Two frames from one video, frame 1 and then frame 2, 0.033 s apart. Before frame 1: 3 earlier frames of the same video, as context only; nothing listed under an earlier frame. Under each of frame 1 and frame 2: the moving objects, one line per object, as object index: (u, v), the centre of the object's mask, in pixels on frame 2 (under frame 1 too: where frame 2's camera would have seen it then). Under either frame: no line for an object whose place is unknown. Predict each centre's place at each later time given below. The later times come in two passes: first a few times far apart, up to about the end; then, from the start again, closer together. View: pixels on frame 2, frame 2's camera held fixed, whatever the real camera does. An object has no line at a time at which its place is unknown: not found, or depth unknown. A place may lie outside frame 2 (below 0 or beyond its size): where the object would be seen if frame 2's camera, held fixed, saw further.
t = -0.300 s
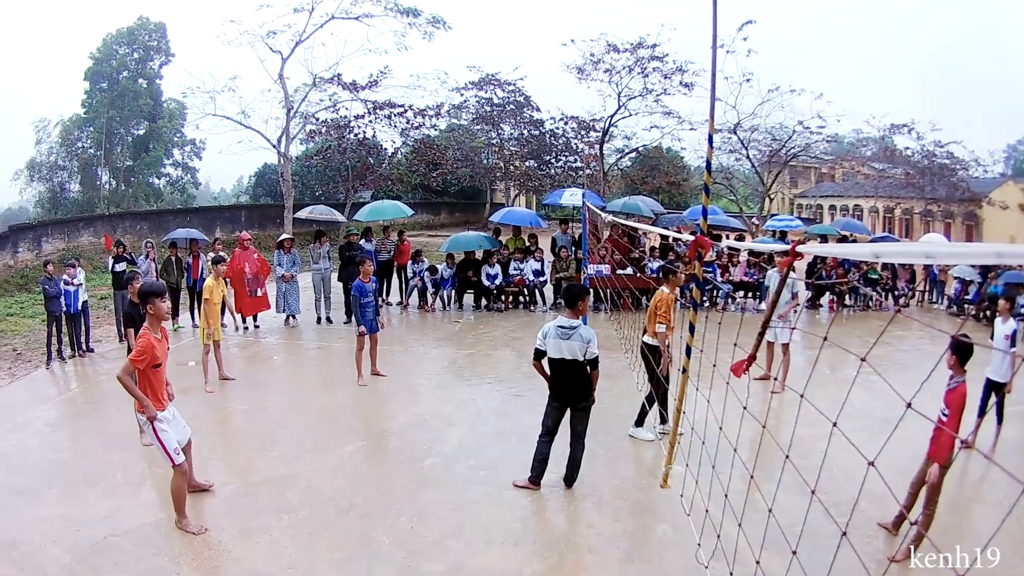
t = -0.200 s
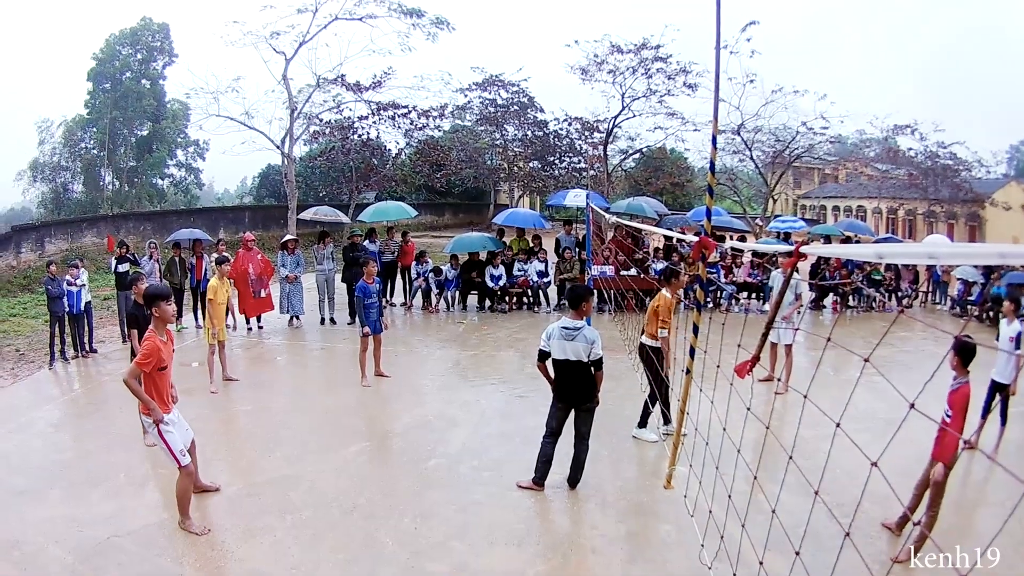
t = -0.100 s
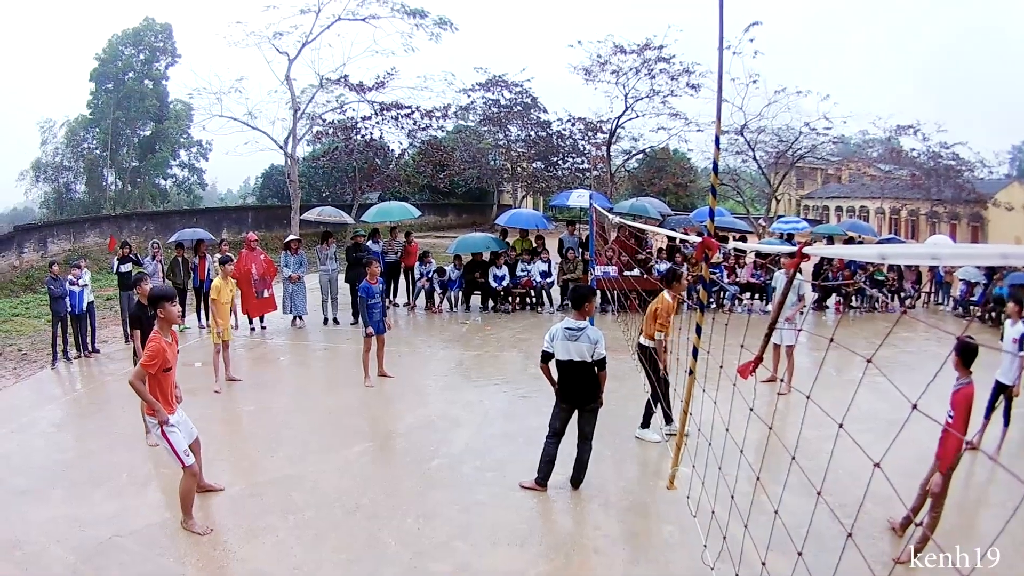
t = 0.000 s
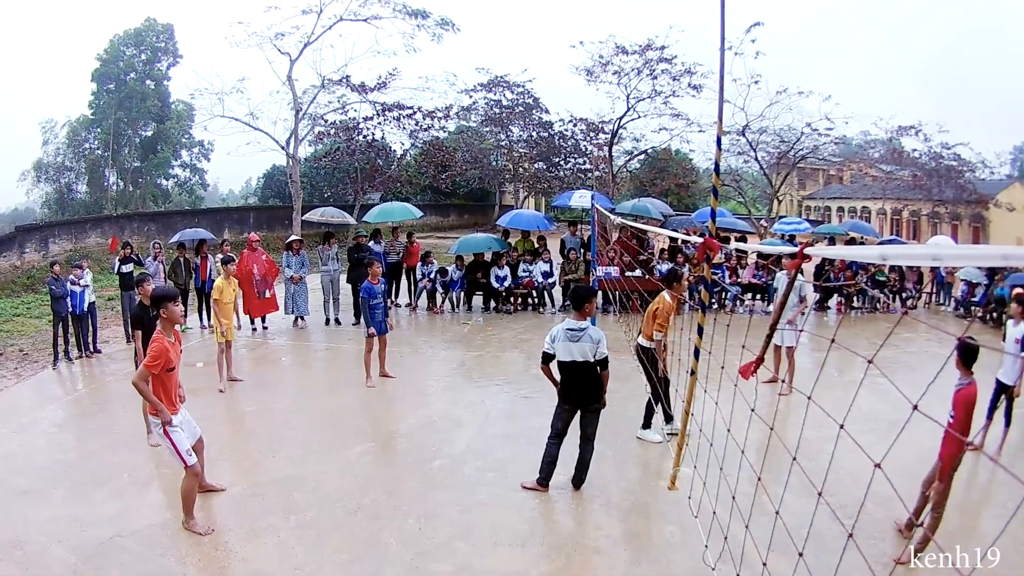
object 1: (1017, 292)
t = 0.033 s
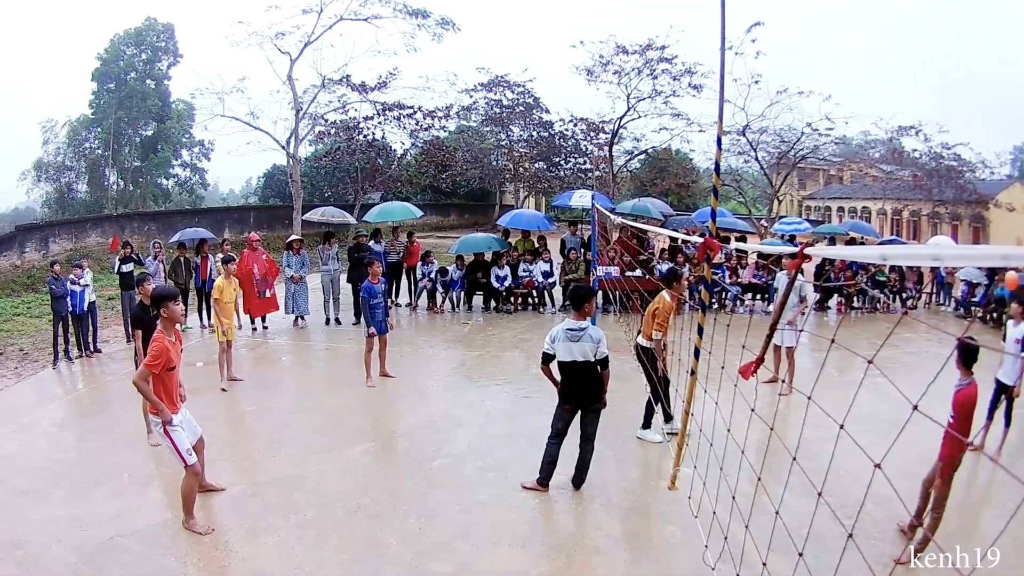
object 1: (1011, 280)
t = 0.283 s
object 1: (934, 158)
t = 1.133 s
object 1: (472, 108)
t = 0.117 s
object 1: (990, 236)
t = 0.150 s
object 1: (980, 221)
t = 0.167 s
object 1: (976, 213)
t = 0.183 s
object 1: (970, 204)
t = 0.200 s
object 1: (965, 196)
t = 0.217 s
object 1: (960, 188)
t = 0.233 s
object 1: (952, 180)
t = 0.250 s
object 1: (947, 172)
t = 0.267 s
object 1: (940, 165)
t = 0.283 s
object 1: (934, 158)
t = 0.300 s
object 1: (927, 150)
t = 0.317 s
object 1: (920, 143)
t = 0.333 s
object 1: (914, 136)
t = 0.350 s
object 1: (908, 129)
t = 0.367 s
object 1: (901, 124)
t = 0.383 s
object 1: (894, 117)
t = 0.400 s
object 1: (887, 111)
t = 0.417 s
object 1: (880, 105)
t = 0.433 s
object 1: (873, 99)
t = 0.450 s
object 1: (866, 93)
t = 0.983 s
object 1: (572, 52)
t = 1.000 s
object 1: (561, 56)
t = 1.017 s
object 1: (551, 61)
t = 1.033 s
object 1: (539, 67)
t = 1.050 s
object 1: (528, 73)
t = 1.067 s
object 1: (516, 79)
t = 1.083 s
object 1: (505, 86)
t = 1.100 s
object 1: (494, 93)
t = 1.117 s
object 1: (484, 100)
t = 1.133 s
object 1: (472, 108)
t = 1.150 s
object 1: (462, 116)
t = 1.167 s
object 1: (451, 124)
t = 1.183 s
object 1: (440, 133)
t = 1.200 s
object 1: (430, 142)
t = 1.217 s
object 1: (419, 152)
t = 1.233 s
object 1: (408, 162)
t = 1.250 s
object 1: (398, 171)
